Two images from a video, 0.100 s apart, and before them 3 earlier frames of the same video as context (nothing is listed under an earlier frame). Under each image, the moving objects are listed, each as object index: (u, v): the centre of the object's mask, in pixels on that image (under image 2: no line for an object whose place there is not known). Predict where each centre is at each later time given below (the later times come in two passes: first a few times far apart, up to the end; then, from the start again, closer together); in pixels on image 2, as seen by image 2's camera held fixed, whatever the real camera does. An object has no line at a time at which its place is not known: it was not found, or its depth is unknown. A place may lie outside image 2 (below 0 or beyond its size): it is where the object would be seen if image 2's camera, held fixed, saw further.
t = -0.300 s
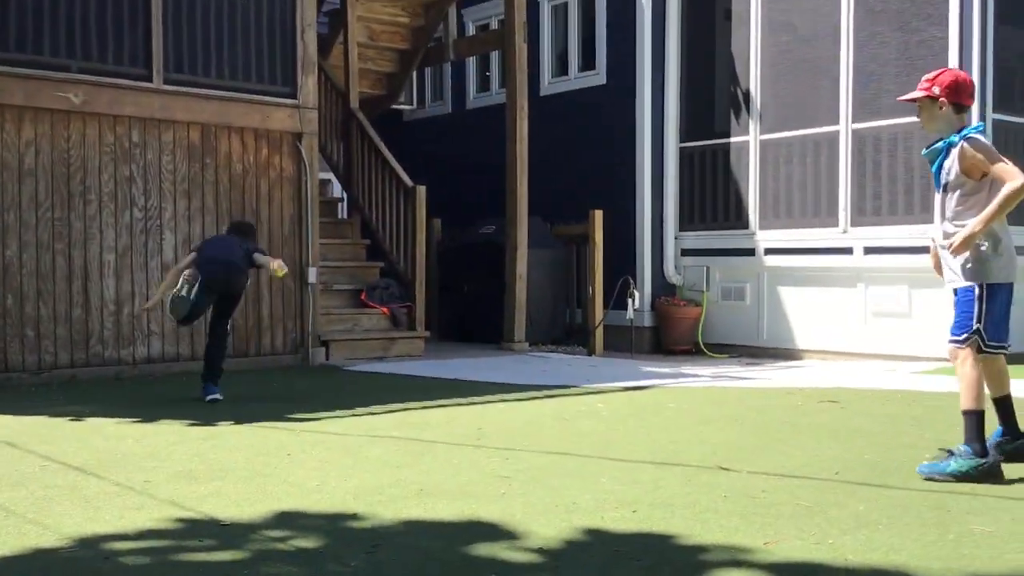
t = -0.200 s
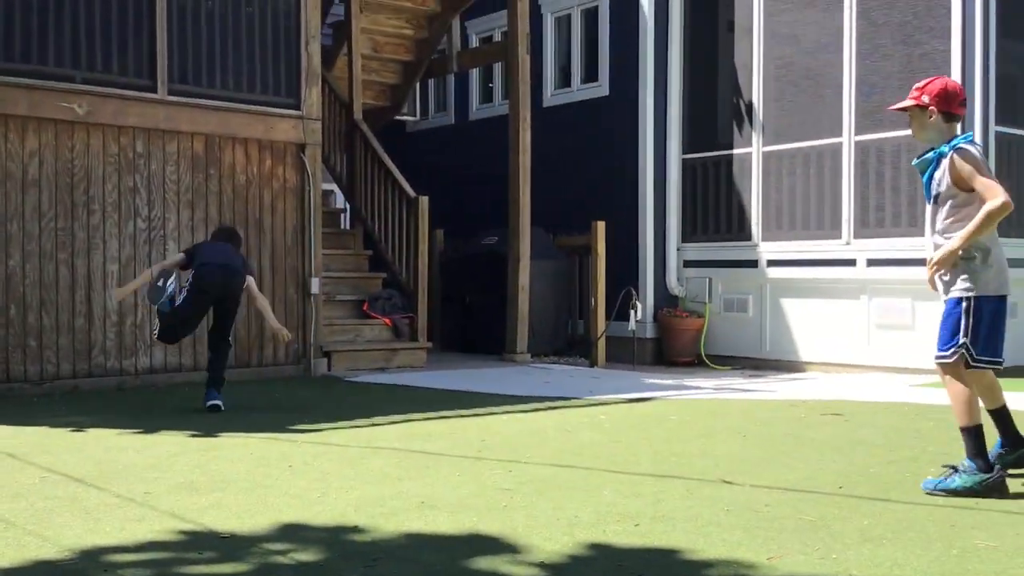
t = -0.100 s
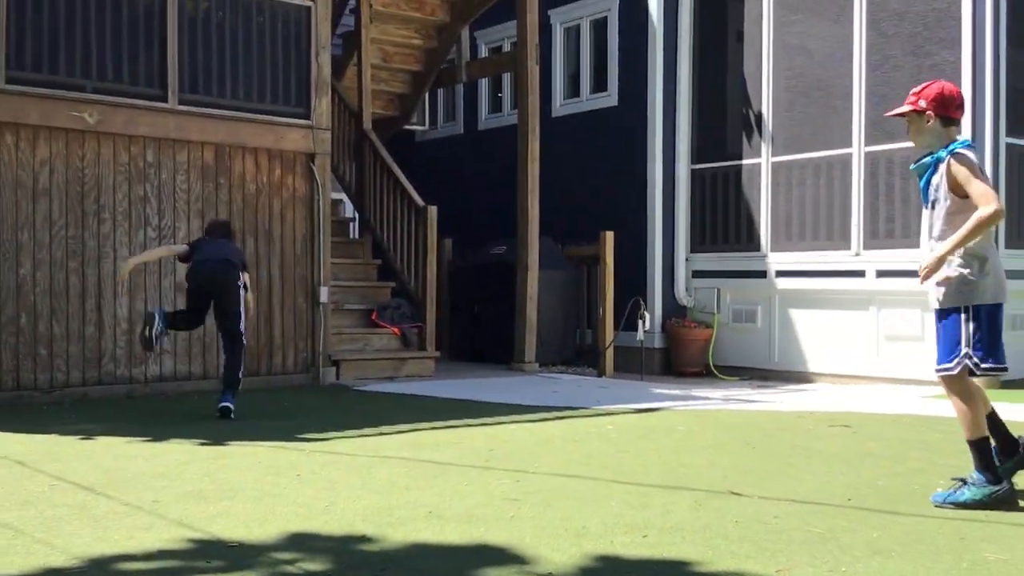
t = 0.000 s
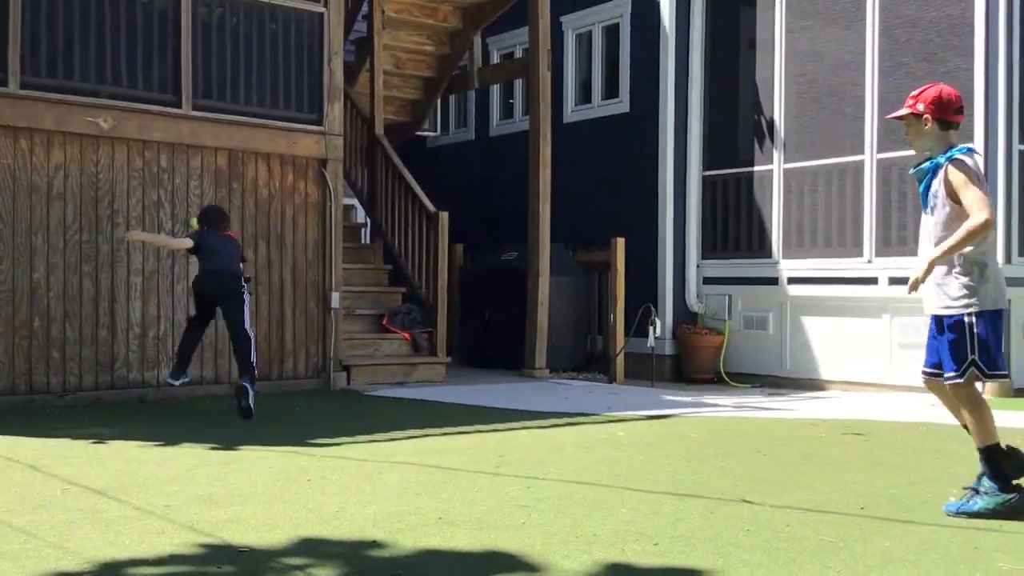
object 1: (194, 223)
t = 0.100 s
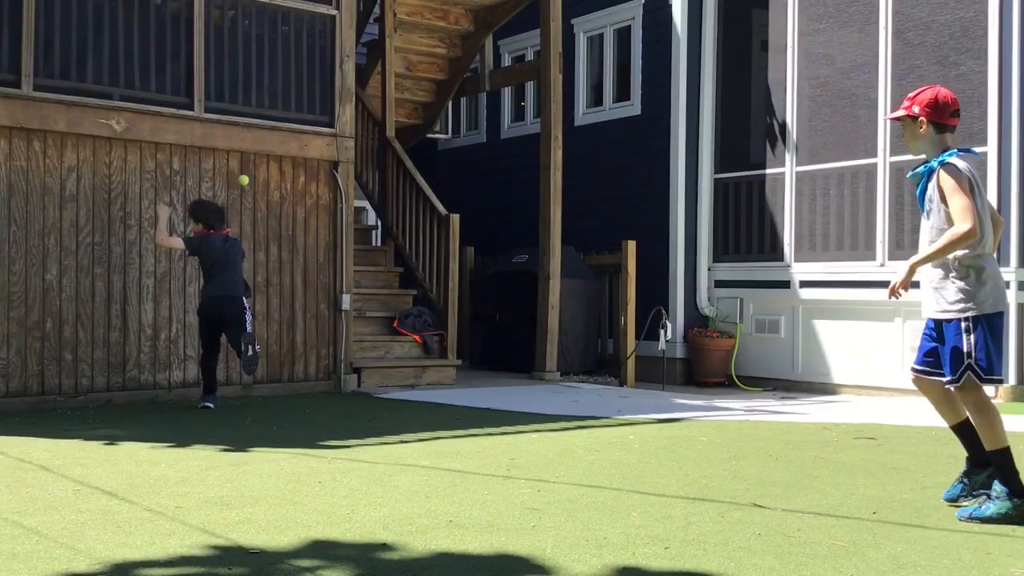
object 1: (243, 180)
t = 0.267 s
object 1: (318, 132)
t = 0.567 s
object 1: (489, 152)
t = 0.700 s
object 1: (587, 223)
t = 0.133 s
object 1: (257, 168)
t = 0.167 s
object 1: (272, 157)
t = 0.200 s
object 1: (286, 147)
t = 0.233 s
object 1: (302, 139)
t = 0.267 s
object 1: (318, 132)
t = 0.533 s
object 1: (467, 141)
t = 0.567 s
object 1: (489, 152)
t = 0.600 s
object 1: (512, 165)
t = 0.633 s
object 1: (536, 182)
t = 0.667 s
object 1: (560, 201)
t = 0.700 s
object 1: (587, 223)
